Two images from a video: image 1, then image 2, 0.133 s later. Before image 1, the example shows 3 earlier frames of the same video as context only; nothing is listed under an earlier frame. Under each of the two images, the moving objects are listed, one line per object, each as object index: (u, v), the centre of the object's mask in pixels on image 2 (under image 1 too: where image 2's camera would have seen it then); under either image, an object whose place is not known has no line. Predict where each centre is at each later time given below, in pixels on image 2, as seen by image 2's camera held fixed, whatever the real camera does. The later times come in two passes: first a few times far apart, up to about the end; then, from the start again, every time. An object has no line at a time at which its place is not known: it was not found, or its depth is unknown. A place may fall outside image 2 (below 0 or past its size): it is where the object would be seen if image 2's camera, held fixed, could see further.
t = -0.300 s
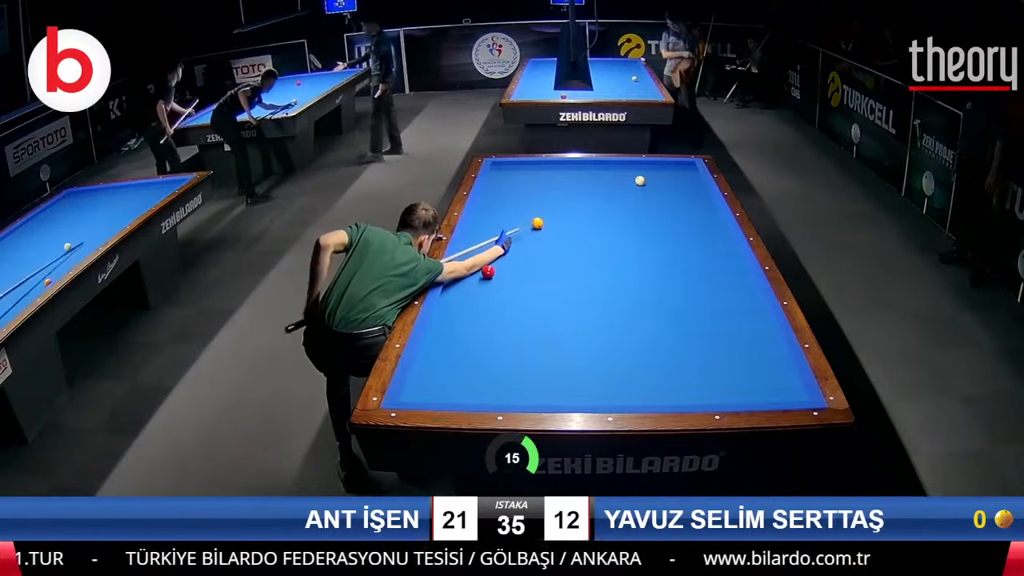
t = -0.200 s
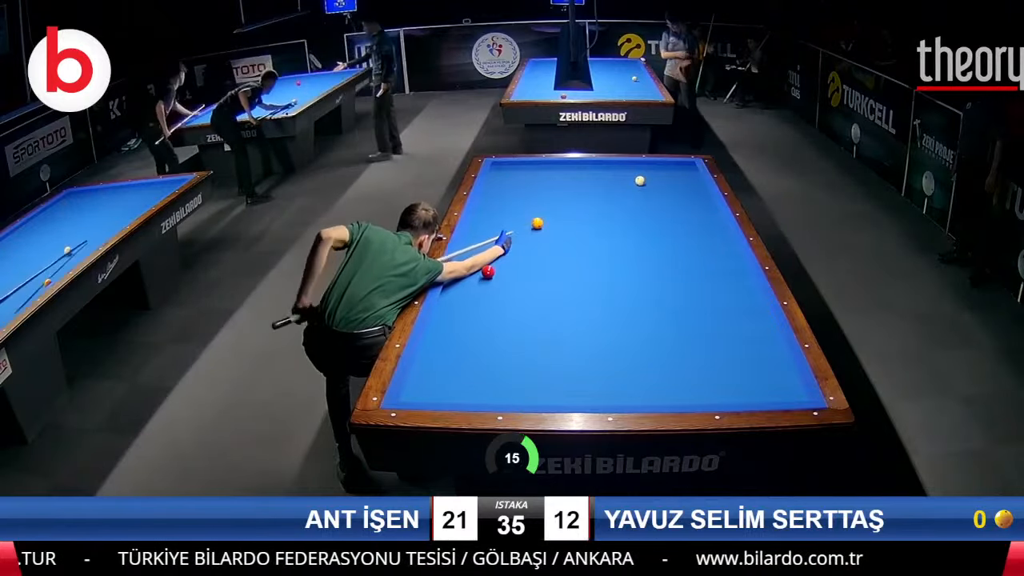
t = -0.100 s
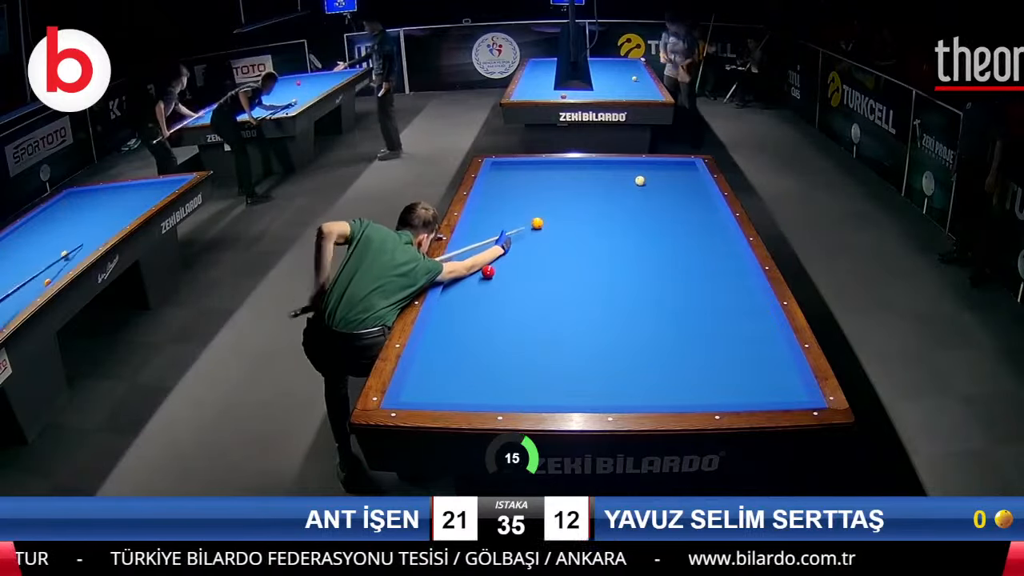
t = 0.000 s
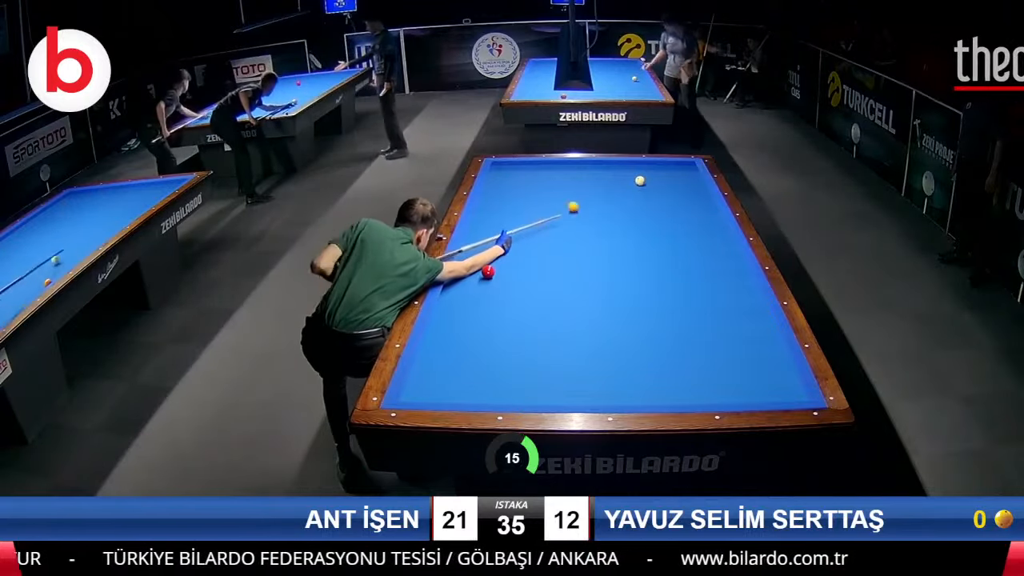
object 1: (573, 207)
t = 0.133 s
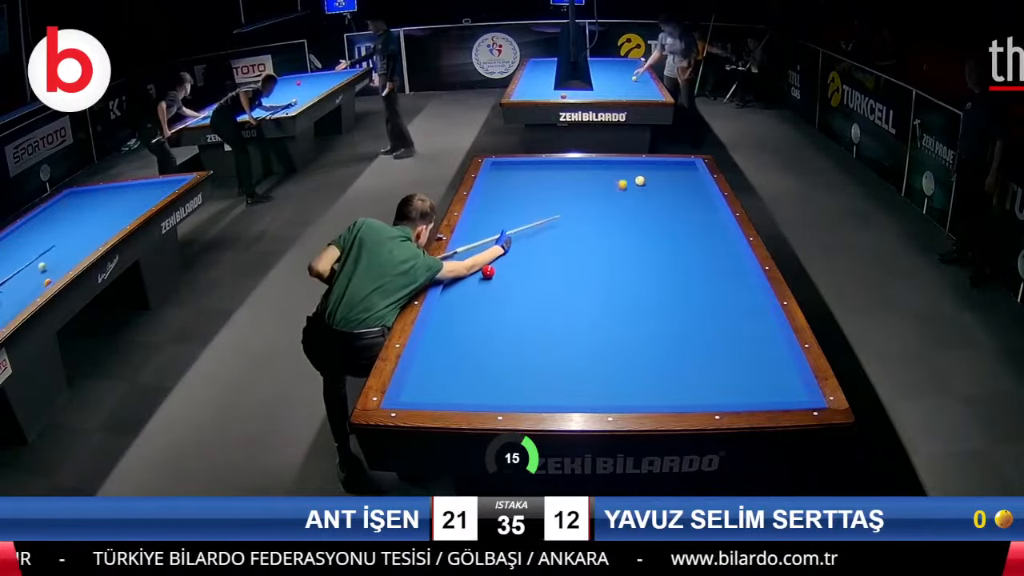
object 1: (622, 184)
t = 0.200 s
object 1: (628, 176)
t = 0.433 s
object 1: (635, 170)
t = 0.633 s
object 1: (664, 188)
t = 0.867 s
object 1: (702, 207)
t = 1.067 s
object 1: (710, 222)
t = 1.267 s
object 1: (700, 239)
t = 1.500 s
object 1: (687, 260)
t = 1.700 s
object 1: (674, 281)
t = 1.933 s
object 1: (657, 308)
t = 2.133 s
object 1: (639, 336)
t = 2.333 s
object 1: (619, 367)
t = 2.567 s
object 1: (589, 397)
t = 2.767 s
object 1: (554, 375)
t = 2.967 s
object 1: (524, 357)
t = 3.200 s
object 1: (491, 339)
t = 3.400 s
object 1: (466, 325)
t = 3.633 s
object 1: (442, 309)
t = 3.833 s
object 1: (462, 298)
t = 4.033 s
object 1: (481, 287)
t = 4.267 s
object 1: (500, 275)
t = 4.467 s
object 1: (516, 266)
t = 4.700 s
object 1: (533, 256)
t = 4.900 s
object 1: (546, 248)
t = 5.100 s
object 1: (559, 240)
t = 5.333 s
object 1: (573, 232)
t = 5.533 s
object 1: (584, 226)
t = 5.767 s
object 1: (596, 219)
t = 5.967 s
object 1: (605, 213)
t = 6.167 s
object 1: (614, 208)
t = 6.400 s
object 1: (625, 202)
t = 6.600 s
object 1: (633, 197)
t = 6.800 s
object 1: (640, 193)
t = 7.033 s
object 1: (648, 188)
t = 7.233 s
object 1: (655, 184)
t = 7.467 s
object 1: (662, 180)
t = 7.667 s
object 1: (668, 177)
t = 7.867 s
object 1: (673, 173)
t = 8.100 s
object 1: (679, 170)
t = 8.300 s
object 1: (684, 167)
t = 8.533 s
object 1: (690, 164)
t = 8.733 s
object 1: (690, 164)
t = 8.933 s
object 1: (690, 165)
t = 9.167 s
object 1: (689, 166)
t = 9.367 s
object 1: (688, 166)
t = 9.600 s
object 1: (687, 167)
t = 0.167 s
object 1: (630, 180)
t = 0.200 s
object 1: (628, 176)
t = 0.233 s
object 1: (626, 172)
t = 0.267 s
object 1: (625, 168)
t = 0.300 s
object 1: (624, 165)
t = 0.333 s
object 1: (623, 162)
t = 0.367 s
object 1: (627, 164)
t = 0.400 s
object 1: (631, 167)
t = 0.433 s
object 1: (635, 170)
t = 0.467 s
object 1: (640, 173)
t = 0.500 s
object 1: (644, 176)
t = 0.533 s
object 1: (649, 180)
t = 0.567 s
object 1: (654, 182)
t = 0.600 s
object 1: (659, 185)
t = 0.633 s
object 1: (664, 188)
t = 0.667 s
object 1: (669, 191)
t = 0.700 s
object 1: (674, 194)
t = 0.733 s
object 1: (680, 196)
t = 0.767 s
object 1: (685, 199)
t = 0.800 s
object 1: (691, 202)
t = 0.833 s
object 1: (697, 205)
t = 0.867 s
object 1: (702, 207)
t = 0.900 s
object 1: (708, 210)
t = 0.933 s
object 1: (714, 212)
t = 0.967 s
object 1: (716, 215)
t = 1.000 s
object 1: (714, 217)
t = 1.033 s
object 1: (712, 220)
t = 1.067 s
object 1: (710, 222)
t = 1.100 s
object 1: (708, 225)
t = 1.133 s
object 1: (707, 228)
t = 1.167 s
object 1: (705, 230)
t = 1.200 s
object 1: (704, 233)
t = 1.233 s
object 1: (702, 236)
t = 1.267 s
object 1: (700, 239)
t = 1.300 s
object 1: (698, 241)
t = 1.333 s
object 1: (696, 244)
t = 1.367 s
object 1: (695, 247)
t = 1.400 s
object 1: (693, 250)
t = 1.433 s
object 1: (691, 253)
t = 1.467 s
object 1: (689, 257)
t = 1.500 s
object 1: (687, 260)
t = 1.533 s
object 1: (685, 263)
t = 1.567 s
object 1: (683, 267)
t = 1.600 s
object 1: (681, 270)
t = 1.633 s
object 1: (678, 273)
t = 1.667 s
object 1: (676, 277)
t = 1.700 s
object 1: (674, 281)
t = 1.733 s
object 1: (672, 284)
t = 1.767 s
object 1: (669, 289)
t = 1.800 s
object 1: (667, 292)
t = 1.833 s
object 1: (664, 296)
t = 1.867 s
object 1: (662, 300)
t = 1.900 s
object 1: (659, 304)
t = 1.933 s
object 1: (657, 308)
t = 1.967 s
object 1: (654, 313)
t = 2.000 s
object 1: (651, 317)
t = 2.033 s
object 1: (649, 322)
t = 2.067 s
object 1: (645, 326)
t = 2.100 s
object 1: (642, 331)
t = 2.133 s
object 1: (639, 336)
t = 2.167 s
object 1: (636, 341)
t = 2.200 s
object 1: (633, 346)
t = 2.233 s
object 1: (630, 351)
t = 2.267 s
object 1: (626, 356)
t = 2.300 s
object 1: (623, 361)
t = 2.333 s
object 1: (619, 367)
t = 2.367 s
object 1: (615, 373)
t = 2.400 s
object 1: (611, 378)
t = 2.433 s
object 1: (607, 384)
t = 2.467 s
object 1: (603, 391)
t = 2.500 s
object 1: (599, 395)
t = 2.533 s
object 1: (596, 399)
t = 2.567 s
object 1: (589, 397)
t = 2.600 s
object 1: (583, 394)
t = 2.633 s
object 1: (577, 390)
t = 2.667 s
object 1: (571, 385)
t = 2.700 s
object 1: (565, 381)
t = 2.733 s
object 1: (560, 378)
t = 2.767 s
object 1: (554, 375)
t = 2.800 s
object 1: (549, 372)
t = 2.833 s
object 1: (544, 369)
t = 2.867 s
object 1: (539, 366)
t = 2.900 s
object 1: (533, 363)
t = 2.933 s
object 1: (529, 360)
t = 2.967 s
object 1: (524, 357)
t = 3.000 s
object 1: (519, 355)
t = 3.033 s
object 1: (514, 352)
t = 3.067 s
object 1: (509, 349)
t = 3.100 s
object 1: (505, 347)
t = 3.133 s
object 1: (500, 344)
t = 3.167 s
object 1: (495, 341)
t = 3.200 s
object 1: (491, 339)
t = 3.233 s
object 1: (487, 337)
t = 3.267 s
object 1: (482, 334)
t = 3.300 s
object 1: (478, 332)
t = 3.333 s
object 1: (474, 329)
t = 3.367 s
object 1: (470, 327)
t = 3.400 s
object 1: (466, 325)
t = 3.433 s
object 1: (461, 322)
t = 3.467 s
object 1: (458, 320)
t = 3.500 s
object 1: (454, 318)
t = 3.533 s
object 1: (450, 315)
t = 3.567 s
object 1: (446, 314)
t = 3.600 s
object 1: (443, 311)
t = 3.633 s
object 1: (442, 309)
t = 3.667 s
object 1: (446, 307)
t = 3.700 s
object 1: (450, 305)
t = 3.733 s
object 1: (453, 303)
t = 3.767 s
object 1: (456, 302)
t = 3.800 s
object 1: (459, 300)
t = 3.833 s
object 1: (462, 298)
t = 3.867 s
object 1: (466, 296)
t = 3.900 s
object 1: (468, 294)
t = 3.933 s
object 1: (471, 292)
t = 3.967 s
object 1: (474, 291)
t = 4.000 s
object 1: (478, 289)
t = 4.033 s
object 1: (481, 287)
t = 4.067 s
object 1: (484, 285)
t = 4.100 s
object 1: (486, 283)
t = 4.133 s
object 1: (489, 282)
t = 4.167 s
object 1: (492, 280)
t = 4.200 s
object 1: (495, 279)
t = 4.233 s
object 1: (498, 277)
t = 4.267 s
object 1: (500, 275)
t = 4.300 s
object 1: (503, 274)
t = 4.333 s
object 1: (505, 272)
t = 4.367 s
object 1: (508, 271)
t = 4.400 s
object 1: (511, 269)
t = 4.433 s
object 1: (513, 268)
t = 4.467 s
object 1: (516, 266)
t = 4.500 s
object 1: (519, 264)
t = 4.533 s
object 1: (521, 263)
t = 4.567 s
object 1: (523, 262)
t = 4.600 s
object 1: (526, 260)
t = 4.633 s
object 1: (528, 259)
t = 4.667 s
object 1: (530, 257)
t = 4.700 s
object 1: (533, 256)
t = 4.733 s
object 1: (535, 255)
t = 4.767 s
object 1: (537, 253)
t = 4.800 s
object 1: (540, 252)
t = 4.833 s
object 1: (542, 250)
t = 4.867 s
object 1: (544, 249)
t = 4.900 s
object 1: (546, 248)
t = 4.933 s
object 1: (549, 247)
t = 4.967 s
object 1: (551, 245)
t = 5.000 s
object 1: (553, 244)
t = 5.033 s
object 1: (555, 243)
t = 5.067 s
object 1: (557, 242)
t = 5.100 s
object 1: (559, 240)
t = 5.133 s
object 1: (561, 239)
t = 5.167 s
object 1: (563, 238)
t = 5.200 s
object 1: (565, 237)
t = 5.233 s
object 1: (567, 236)
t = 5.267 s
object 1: (569, 235)
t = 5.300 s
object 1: (571, 233)
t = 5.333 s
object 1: (573, 232)
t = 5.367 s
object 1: (575, 231)
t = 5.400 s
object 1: (577, 230)
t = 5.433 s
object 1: (579, 229)
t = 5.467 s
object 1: (581, 228)
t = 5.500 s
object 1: (582, 227)
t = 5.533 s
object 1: (584, 226)
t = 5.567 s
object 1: (586, 225)
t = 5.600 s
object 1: (588, 224)
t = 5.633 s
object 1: (589, 223)
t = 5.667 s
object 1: (591, 221)
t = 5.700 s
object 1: (593, 221)
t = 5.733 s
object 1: (594, 220)
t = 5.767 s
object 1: (596, 219)
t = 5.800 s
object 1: (598, 218)
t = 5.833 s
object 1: (599, 217)
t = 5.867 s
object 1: (601, 216)
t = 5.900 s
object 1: (602, 215)
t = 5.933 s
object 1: (604, 214)
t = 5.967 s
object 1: (605, 213)
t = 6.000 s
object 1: (607, 212)
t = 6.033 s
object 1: (608, 211)
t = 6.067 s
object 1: (610, 210)
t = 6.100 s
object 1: (611, 210)
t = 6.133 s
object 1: (613, 209)
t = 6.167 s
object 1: (614, 208)
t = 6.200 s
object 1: (616, 207)
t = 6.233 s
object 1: (618, 206)
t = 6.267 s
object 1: (619, 205)
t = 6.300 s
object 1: (620, 204)
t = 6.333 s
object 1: (622, 203)
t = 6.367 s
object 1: (623, 203)
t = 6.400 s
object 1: (625, 202)
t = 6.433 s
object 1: (626, 201)
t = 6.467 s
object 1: (627, 200)
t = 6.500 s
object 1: (629, 200)
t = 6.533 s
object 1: (630, 199)
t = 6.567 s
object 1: (631, 198)
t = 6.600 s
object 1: (633, 197)
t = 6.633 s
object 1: (634, 197)
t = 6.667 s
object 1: (635, 196)
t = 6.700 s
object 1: (636, 195)
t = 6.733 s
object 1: (638, 194)
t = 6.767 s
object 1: (639, 194)
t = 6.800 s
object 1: (640, 193)
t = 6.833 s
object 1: (641, 192)
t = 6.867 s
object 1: (642, 192)
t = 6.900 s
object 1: (644, 191)
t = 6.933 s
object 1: (645, 190)
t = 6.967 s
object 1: (646, 190)
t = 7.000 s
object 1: (647, 189)
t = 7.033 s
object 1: (648, 188)
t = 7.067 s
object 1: (649, 187)
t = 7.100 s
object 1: (650, 187)
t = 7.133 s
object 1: (652, 186)
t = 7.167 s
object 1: (653, 185)
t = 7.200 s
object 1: (654, 185)
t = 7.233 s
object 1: (655, 184)
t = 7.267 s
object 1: (656, 184)
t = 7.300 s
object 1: (657, 183)
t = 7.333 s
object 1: (658, 183)
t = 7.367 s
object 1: (659, 182)
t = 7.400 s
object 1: (660, 181)
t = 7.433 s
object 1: (661, 181)
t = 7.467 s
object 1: (662, 180)
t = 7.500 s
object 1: (663, 180)
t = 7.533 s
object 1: (664, 179)
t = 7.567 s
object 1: (665, 179)
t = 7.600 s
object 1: (666, 178)
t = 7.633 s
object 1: (667, 177)
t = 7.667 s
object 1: (668, 177)
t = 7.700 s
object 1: (669, 176)
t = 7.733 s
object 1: (670, 176)
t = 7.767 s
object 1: (671, 175)
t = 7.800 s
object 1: (671, 175)
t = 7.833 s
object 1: (673, 174)
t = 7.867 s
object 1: (673, 173)
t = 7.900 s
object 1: (674, 173)
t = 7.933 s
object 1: (675, 173)
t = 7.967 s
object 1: (676, 172)
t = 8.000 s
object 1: (677, 172)
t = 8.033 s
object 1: (678, 171)
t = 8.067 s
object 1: (679, 170)
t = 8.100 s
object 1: (679, 170)
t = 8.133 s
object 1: (681, 170)
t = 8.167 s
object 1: (681, 169)
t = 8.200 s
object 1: (682, 168)
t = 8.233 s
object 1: (683, 168)
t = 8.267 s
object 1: (683, 167)
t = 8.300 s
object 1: (684, 167)
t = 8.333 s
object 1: (685, 167)
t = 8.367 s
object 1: (686, 166)
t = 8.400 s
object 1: (686, 166)
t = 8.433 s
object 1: (687, 165)
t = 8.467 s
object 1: (688, 165)
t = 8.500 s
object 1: (689, 164)
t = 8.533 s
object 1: (690, 164)
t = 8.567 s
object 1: (690, 164)
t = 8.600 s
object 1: (690, 164)
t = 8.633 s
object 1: (690, 164)
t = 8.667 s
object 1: (690, 164)
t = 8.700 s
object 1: (690, 164)
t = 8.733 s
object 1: (690, 164)
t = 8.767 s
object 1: (690, 164)
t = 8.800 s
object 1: (690, 164)
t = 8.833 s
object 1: (690, 164)
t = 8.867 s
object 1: (690, 164)
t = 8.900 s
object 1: (690, 164)
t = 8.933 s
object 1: (690, 165)
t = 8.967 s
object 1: (690, 165)
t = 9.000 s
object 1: (689, 165)
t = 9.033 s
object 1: (689, 165)
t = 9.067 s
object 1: (689, 165)
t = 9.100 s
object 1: (689, 165)
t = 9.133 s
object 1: (689, 165)
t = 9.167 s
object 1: (689, 166)
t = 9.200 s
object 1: (689, 166)
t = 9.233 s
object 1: (688, 166)
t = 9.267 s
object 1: (688, 166)
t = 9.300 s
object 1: (688, 166)
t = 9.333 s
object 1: (688, 166)
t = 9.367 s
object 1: (688, 166)
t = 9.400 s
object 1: (688, 166)
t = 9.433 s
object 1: (688, 167)
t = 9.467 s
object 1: (687, 167)
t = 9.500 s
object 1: (687, 167)
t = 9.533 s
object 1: (687, 167)
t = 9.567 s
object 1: (687, 167)
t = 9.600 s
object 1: (687, 167)
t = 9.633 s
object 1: (687, 167)
